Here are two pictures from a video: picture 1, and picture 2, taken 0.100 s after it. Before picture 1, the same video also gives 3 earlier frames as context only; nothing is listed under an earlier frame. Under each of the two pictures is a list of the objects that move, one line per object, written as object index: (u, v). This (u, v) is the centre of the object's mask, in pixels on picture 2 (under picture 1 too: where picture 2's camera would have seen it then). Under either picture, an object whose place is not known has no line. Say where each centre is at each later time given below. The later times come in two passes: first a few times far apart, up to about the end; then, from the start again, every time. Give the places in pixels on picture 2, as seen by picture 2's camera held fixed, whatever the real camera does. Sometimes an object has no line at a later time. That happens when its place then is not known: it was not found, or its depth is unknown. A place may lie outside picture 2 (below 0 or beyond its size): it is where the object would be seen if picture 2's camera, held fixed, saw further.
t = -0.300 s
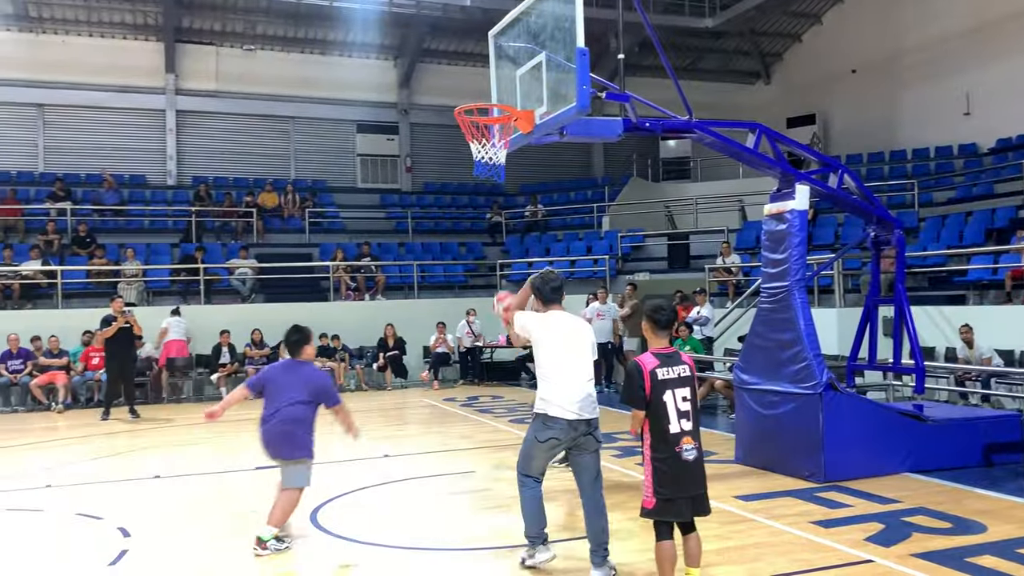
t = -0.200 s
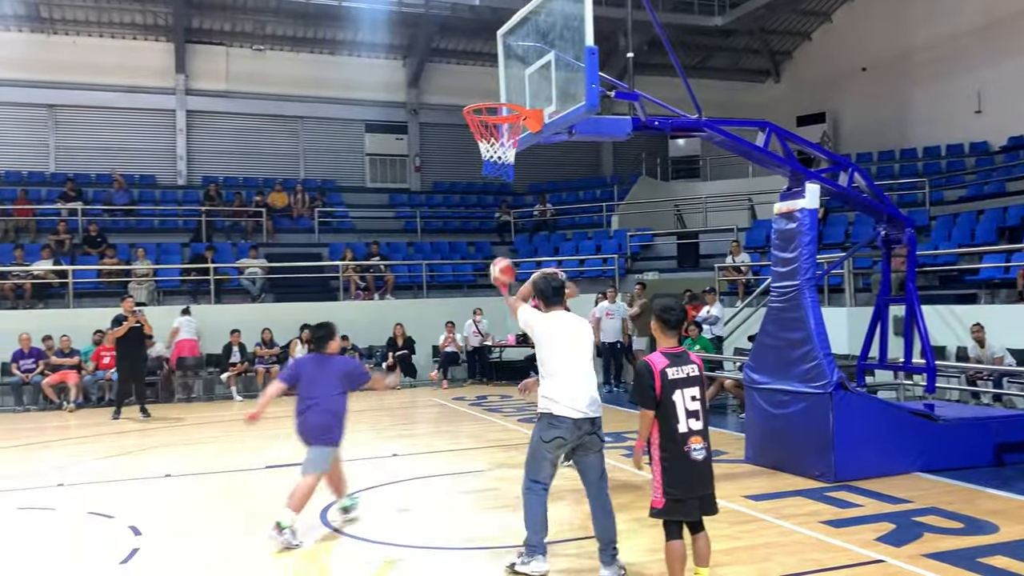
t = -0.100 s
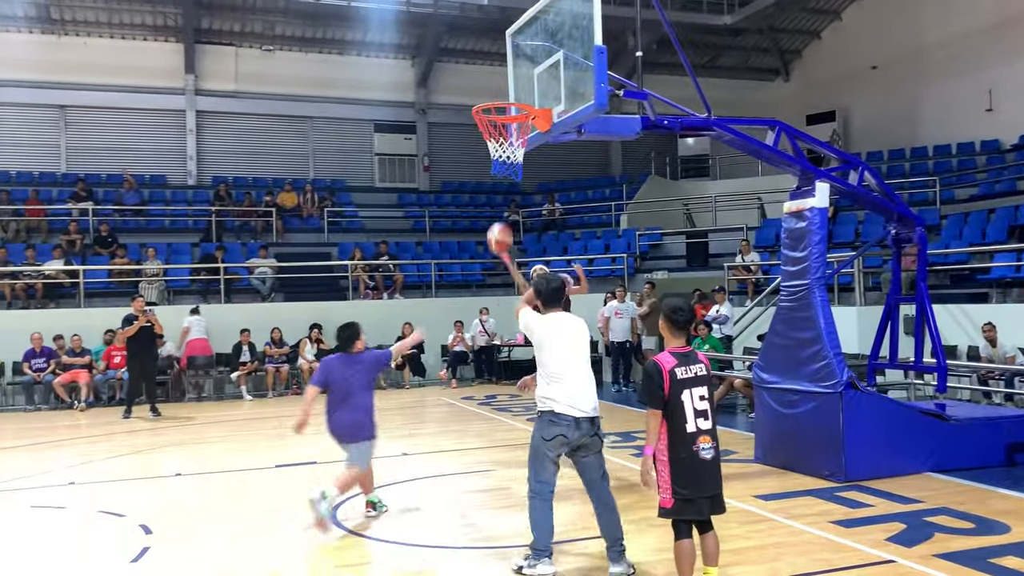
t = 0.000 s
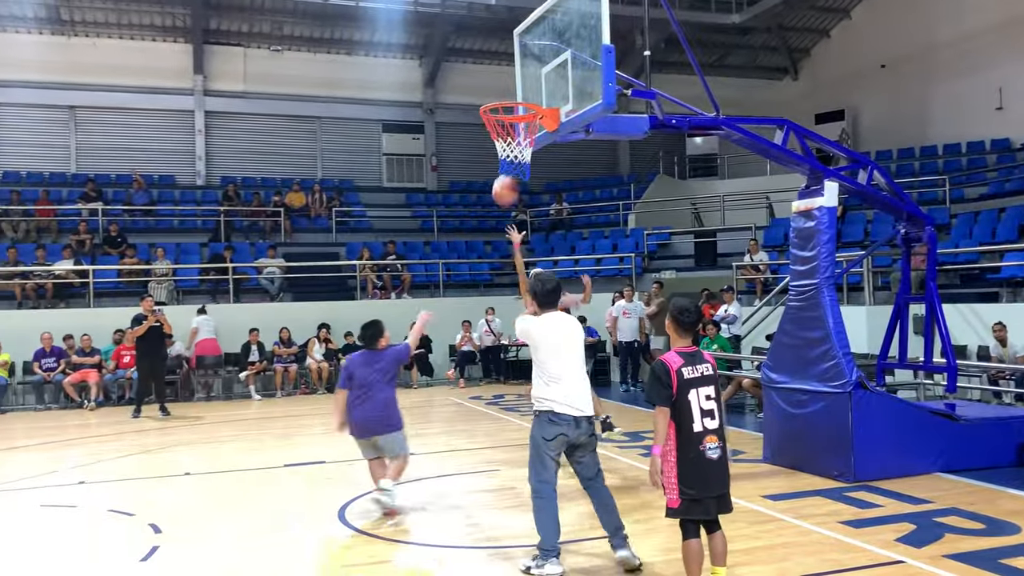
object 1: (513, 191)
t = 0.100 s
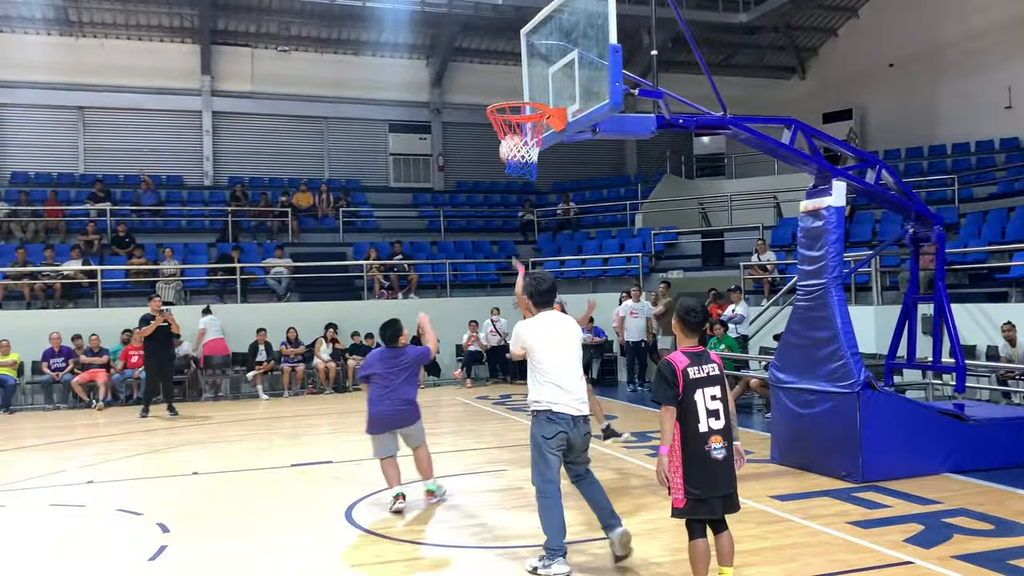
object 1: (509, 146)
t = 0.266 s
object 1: (515, 102)
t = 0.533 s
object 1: (519, 89)
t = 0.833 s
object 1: (505, 131)
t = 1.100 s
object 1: (515, 164)
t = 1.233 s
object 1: (525, 180)
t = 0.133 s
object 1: (513, 132)
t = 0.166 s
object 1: (513, 128)
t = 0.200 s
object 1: (514, 119)
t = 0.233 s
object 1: (514, 106)
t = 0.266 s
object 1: (515, 102)
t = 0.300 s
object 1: (515, 98)
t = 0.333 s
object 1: (515, 90)
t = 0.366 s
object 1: (516, 88)
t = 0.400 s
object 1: (516, 87)
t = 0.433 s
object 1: (517, 86)
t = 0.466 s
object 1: (518, 86)
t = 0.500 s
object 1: (519, 87)
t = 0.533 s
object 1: (519, 89)
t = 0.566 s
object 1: (520, 91)
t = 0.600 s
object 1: (520, 94)
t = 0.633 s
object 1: (517, 107)
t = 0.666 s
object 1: (514, 115)
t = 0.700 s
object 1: (513, 121)
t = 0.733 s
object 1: (510, 128)
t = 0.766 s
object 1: (507, 131)
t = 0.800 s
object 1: (504, 132)
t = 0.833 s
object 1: (505, 131)
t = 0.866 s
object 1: (505, 132)
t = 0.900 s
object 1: (505, 133)
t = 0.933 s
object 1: (505, 135)
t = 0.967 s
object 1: (503, 136)
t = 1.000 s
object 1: (507, 140)
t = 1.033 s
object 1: (509, 145)
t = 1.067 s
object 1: (510, 156)
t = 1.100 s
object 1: (515, 164)
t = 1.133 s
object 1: (518, 166)
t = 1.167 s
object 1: (521, 167)
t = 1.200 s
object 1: (523, 176)
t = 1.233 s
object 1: (525, 180)
